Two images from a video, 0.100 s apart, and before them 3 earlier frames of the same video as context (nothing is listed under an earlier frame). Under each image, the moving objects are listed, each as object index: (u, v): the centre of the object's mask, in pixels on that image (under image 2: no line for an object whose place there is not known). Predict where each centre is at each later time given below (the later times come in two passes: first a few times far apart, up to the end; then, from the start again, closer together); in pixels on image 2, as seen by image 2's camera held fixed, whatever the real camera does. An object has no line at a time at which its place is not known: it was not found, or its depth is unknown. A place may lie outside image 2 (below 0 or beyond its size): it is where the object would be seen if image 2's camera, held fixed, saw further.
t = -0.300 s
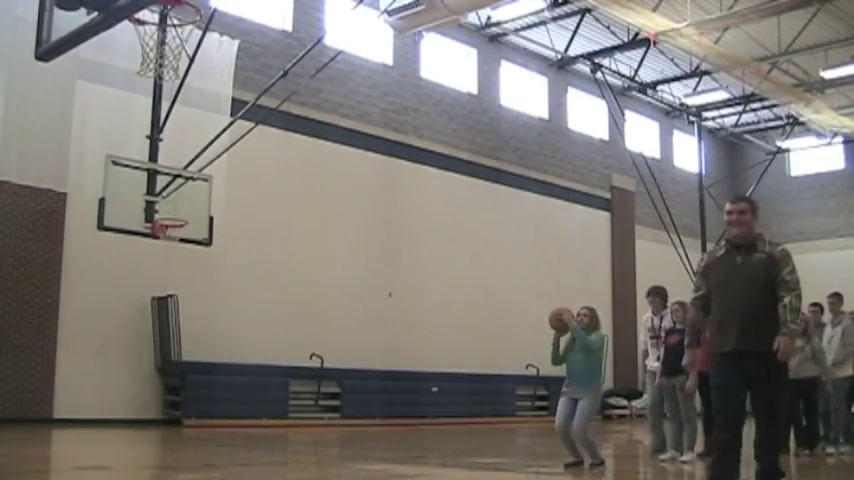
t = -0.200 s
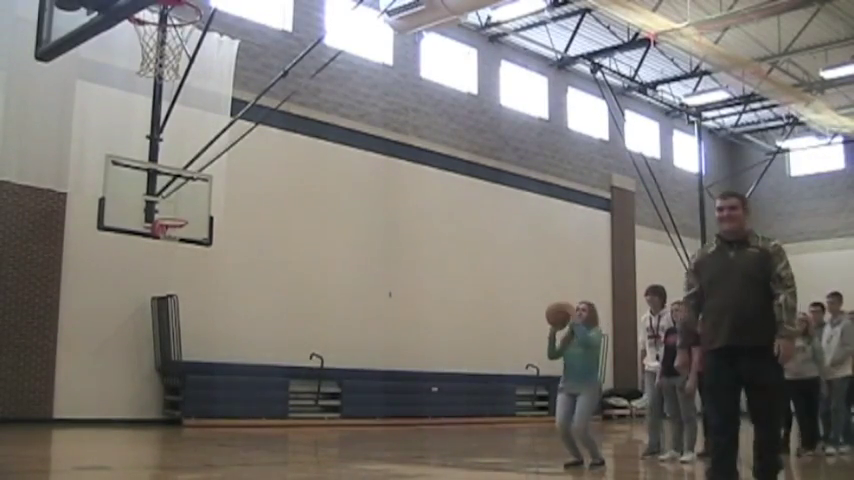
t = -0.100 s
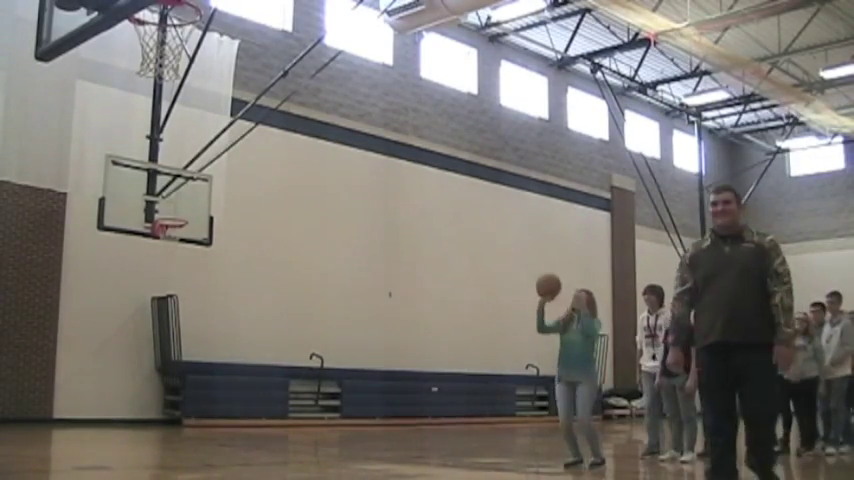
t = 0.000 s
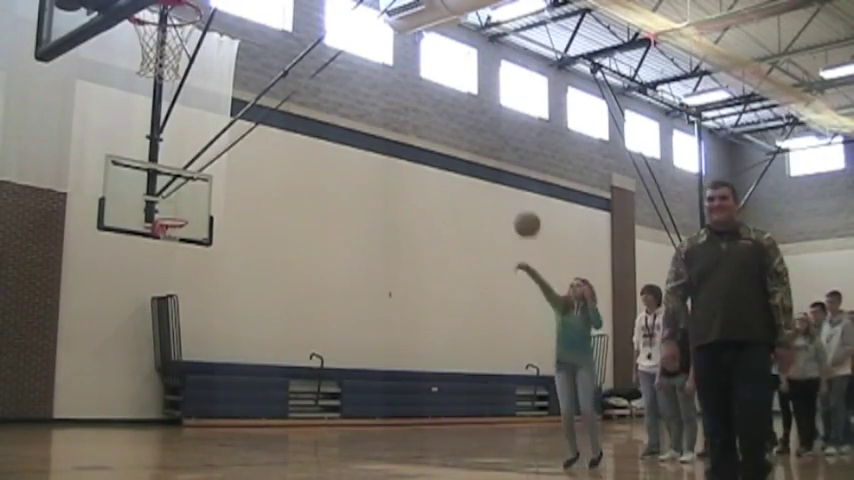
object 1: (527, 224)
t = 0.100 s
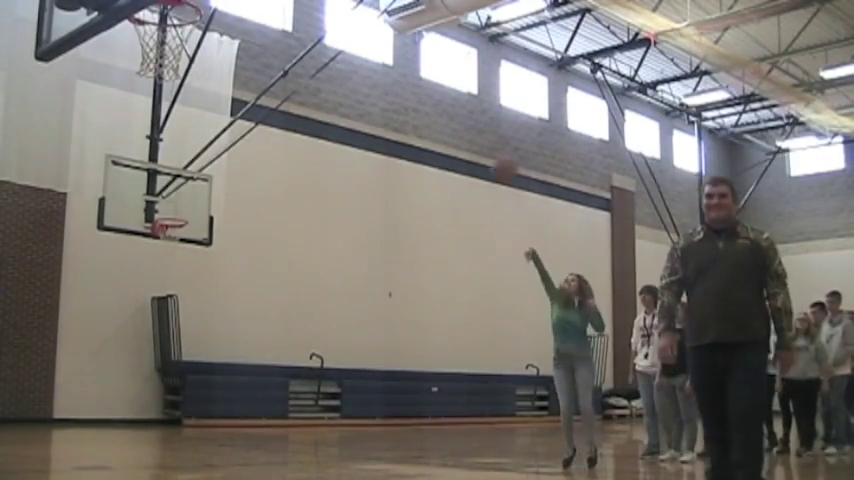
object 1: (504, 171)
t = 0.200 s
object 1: (481, 122)
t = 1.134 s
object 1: (199, 210)
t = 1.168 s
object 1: (185, 238)
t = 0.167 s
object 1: (490, 137)
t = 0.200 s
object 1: (481, 122)
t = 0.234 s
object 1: (472, 107)
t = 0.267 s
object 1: (465, 95)
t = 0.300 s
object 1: (456, 83)
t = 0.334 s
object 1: (447, 73)
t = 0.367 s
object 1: (439, 63)
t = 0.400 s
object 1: (431, 54)
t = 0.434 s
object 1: (421, 47)
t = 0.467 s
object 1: (413, 43)
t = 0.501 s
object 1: (405, 38)
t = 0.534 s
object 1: (397, 34)
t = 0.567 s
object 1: (388, 31)
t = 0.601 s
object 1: (378, 30)
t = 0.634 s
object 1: (368, 29)
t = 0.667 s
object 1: (358, 31)
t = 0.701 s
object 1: (348, 33)
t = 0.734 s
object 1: (337, 39)
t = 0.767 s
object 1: (329, 44)
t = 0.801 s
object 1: (319, 52)
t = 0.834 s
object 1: (309, 60)
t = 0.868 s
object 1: (297, 70)
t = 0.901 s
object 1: (287, 81)
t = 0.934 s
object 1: (276, 95)
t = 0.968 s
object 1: (265, 104)
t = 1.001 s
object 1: (251, 125)
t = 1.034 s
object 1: (238, 144)
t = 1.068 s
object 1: (225, 164)
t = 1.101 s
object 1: (212, 186)
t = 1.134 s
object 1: (199, 210)
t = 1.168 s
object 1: (185, 238)
